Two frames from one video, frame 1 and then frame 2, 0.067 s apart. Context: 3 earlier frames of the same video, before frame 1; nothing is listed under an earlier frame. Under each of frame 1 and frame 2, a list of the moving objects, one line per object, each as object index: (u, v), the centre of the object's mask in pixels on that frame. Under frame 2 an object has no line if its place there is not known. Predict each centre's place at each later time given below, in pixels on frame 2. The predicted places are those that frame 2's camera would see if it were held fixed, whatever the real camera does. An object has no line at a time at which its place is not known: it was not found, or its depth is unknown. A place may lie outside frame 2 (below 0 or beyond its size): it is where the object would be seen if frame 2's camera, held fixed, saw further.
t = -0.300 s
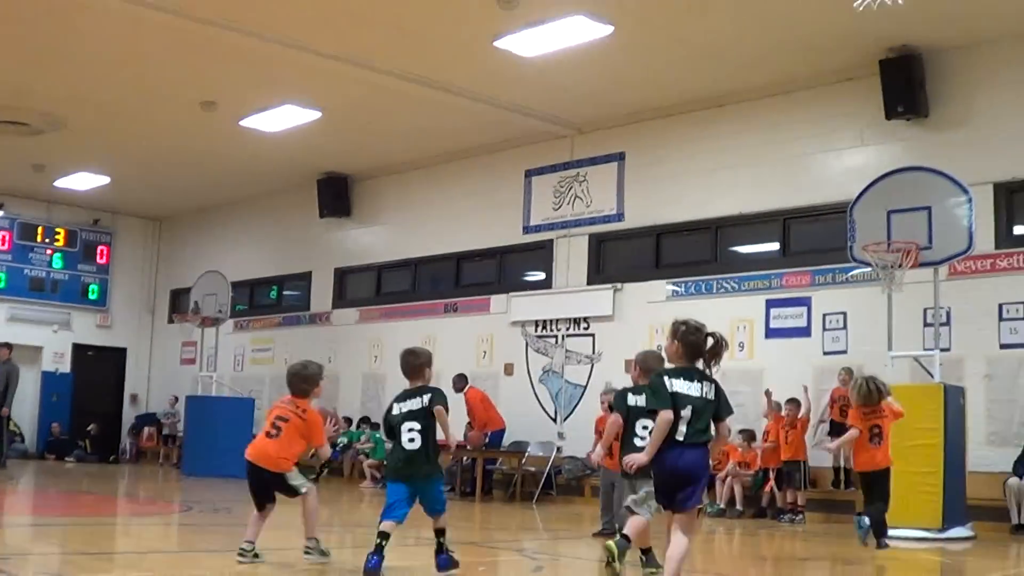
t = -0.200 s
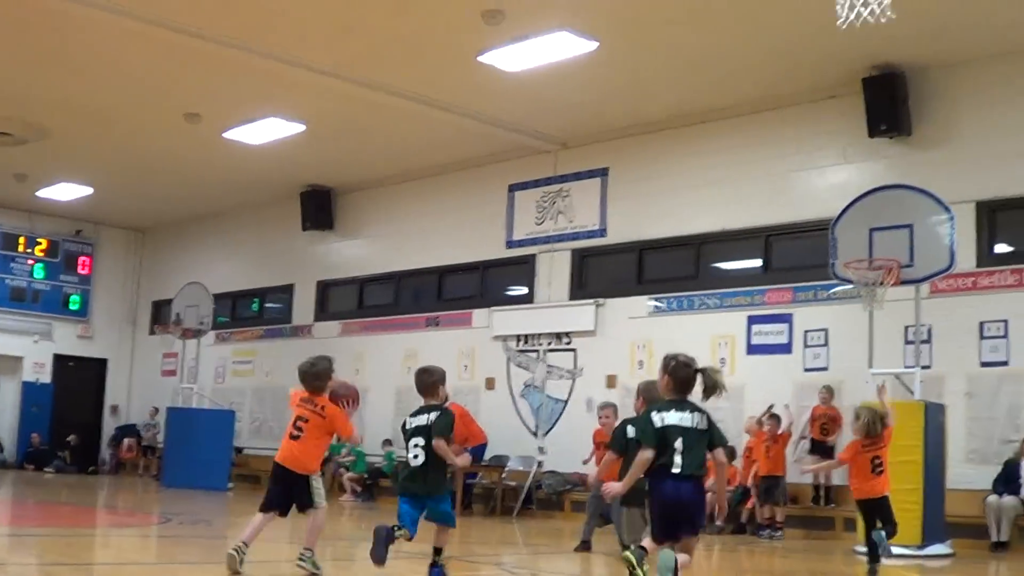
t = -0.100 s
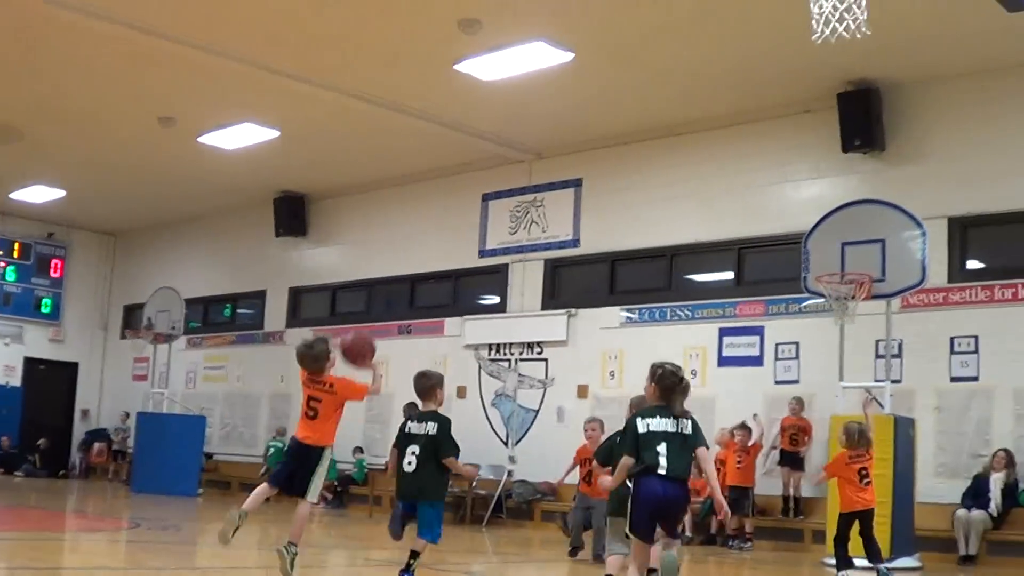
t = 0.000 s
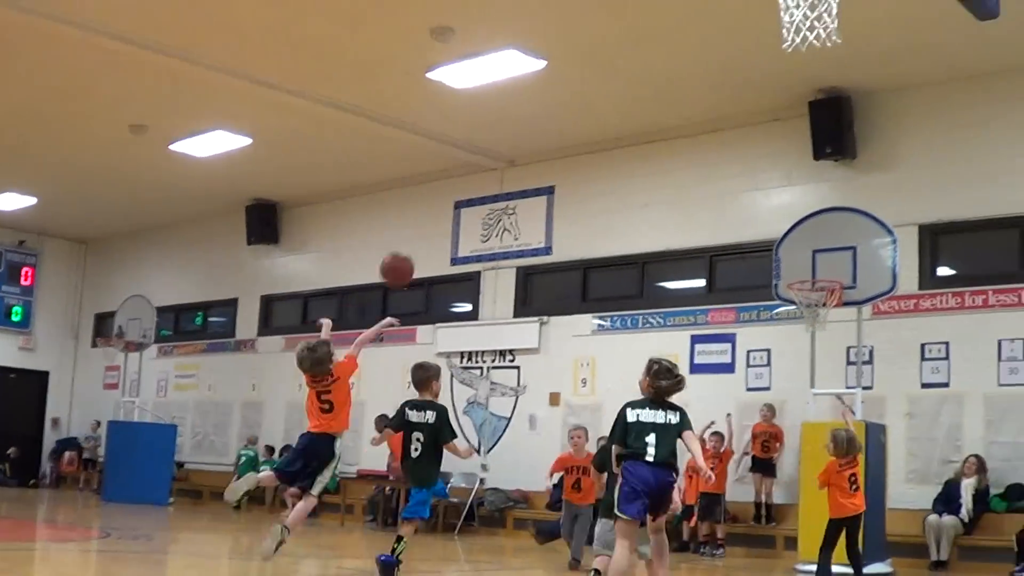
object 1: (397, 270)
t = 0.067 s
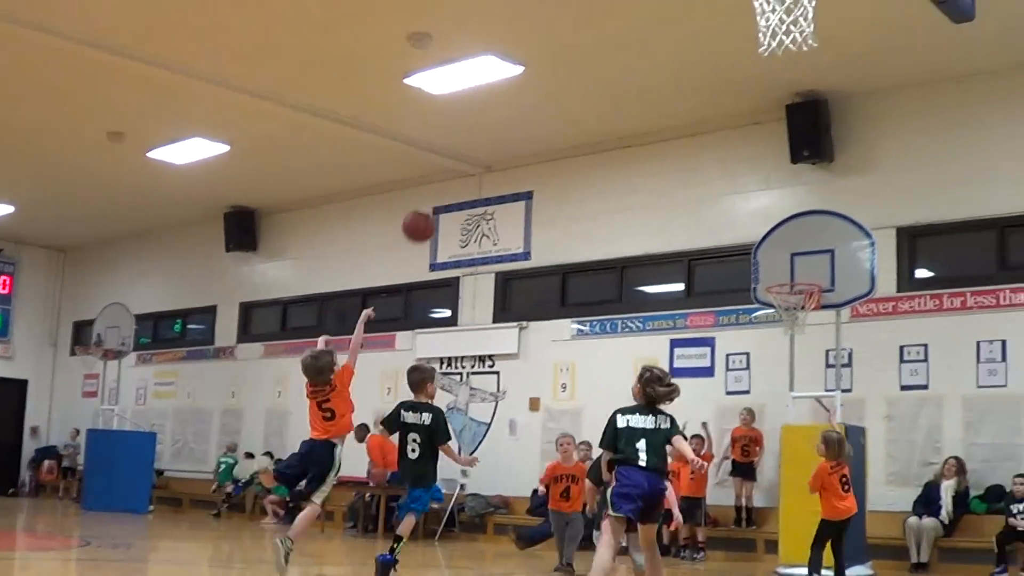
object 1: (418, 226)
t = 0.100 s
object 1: (438, 205)
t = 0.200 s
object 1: (497, 156)
